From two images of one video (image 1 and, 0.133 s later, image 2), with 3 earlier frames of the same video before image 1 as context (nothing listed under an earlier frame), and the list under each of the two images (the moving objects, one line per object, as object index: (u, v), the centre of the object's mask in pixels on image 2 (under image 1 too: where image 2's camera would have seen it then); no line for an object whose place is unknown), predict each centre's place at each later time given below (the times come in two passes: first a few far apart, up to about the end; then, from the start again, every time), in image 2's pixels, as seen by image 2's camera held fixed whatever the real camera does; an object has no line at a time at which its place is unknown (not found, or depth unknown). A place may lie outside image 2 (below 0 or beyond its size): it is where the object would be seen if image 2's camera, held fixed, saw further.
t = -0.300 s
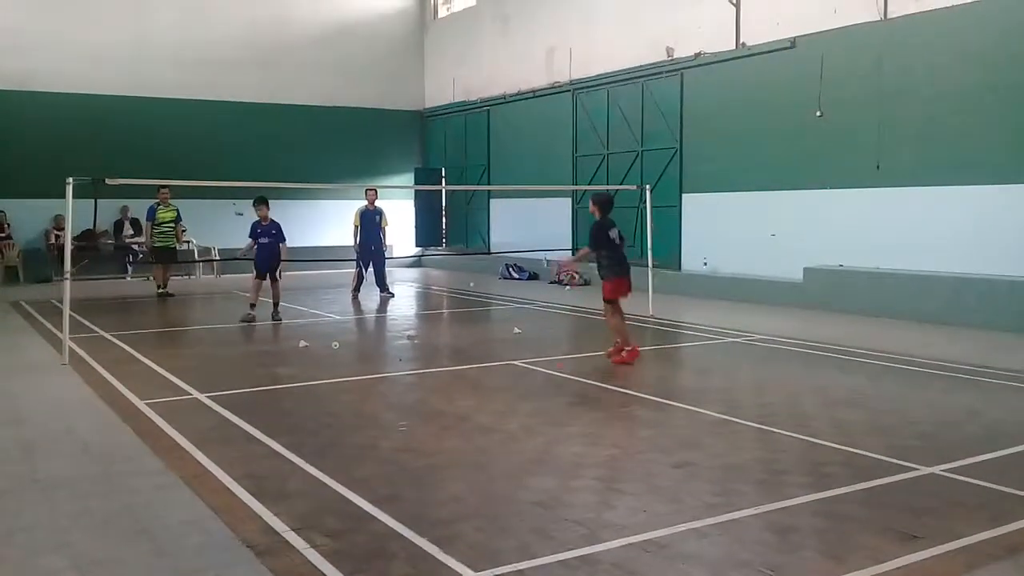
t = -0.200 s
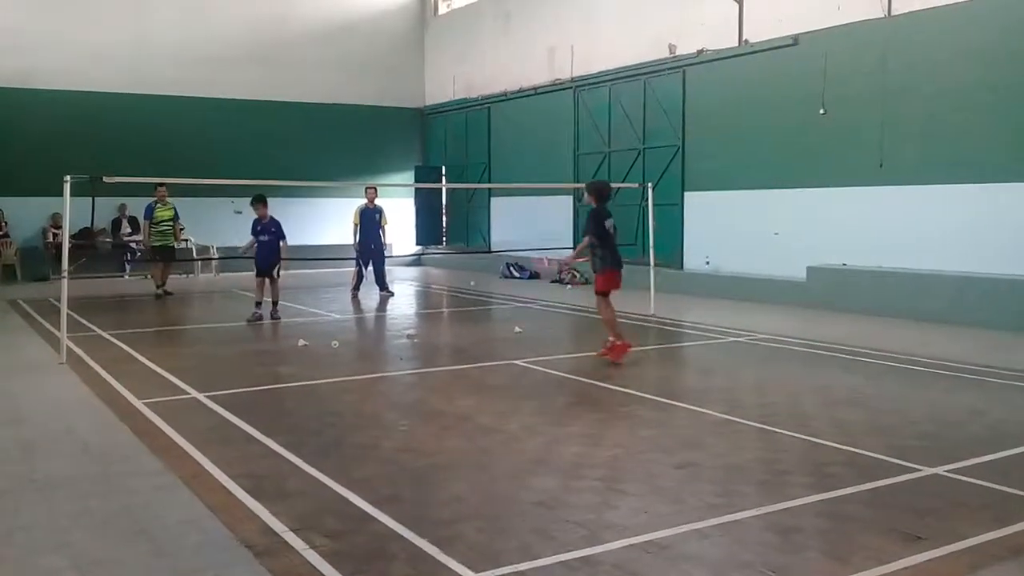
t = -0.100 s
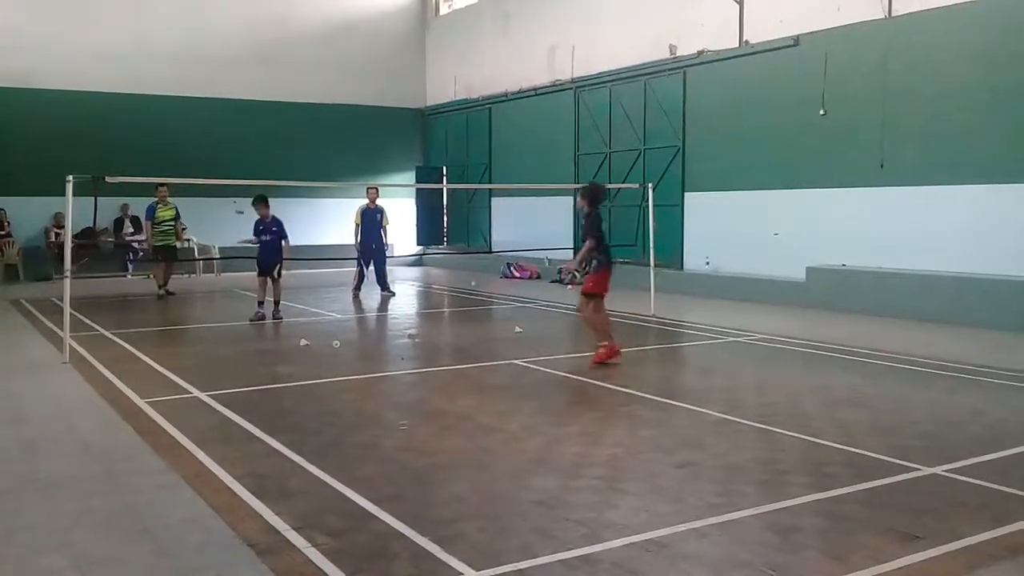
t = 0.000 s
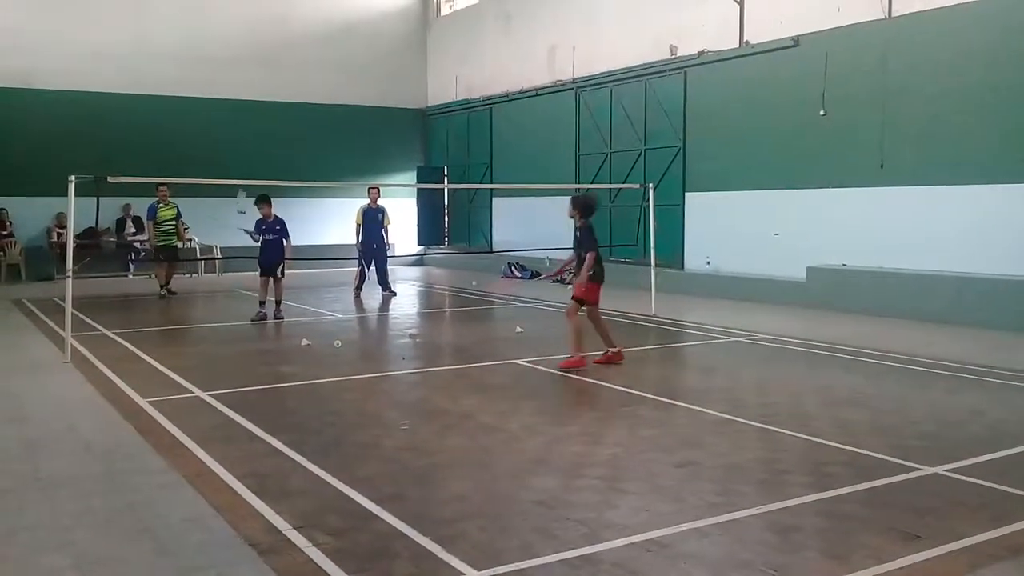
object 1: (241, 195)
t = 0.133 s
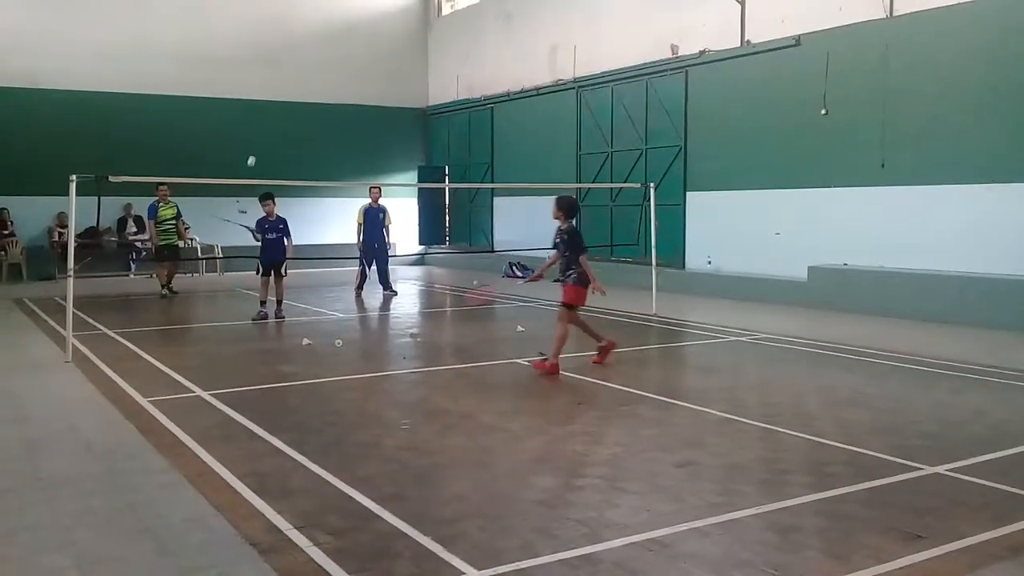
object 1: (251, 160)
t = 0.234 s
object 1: (258, 149)
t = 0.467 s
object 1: (283, 157)
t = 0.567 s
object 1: (293, 178)
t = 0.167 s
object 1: (254, 154)
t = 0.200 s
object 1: (256, 150)
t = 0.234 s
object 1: (258, 149)
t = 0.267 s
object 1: (262, 148)
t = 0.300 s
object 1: (266, 146)
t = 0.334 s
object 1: (269, 146)
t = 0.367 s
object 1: (272, 147)
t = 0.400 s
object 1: (276, 148)
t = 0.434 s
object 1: (279, 152)
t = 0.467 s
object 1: (283, 157)
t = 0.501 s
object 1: (286, 162)
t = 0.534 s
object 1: (289, 169)
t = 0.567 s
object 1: (293, 178)
